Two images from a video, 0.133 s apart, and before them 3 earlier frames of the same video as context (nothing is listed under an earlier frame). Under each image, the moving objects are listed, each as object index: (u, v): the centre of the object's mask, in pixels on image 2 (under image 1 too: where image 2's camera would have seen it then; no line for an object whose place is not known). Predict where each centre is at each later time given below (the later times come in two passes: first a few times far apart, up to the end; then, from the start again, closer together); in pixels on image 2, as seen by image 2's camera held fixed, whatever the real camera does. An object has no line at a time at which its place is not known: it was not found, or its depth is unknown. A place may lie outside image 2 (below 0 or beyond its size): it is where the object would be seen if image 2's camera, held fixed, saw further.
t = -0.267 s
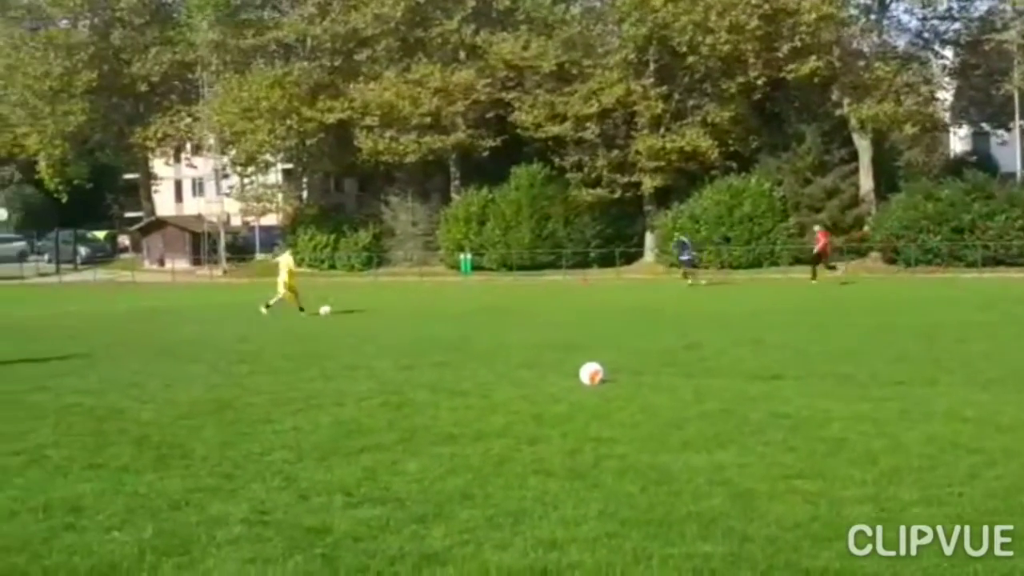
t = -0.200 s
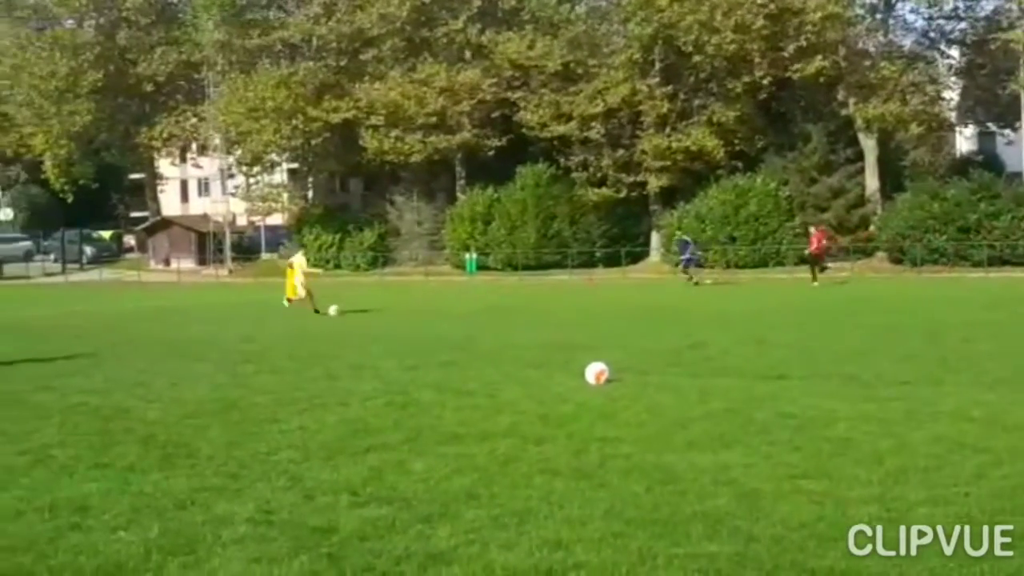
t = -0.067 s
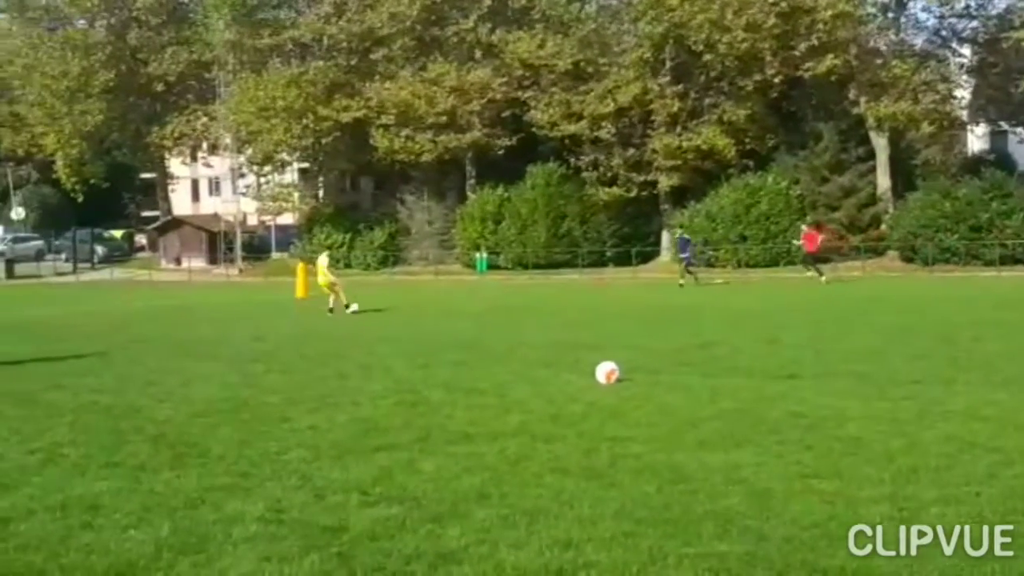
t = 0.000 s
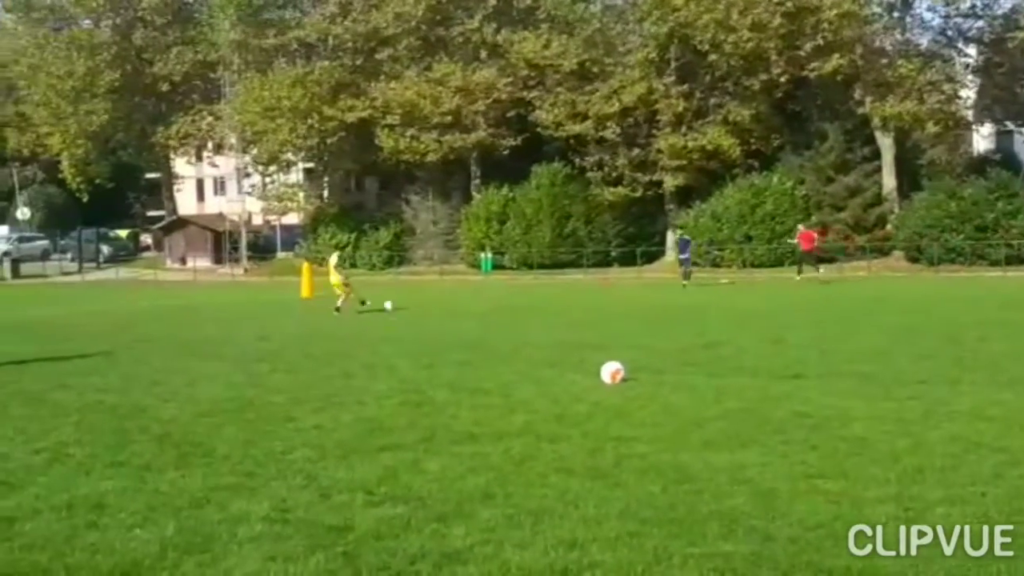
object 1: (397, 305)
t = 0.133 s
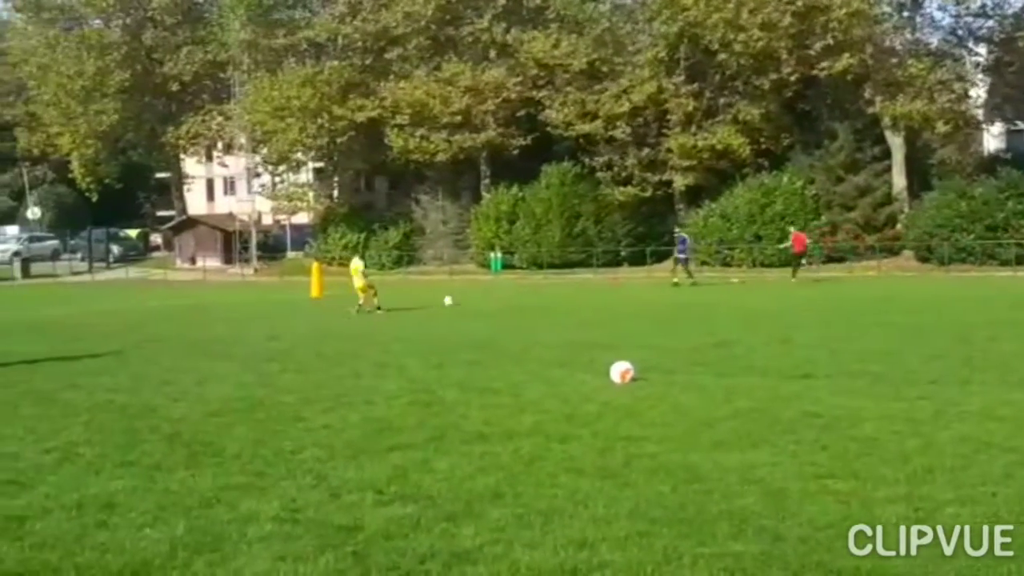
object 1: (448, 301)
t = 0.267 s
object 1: (489, 295)
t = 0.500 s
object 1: (547, 292)
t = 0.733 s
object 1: (589, 290)
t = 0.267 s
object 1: (489, 295)
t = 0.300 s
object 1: (498, 294)
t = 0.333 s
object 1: (508, 293)
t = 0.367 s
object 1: (516, 293)
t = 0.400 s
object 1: (525, 293)
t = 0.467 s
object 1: (540, 294)
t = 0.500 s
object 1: (547, 292)
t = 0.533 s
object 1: (554, 290)
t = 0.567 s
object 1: (559, 289)
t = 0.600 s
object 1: (565, 289)
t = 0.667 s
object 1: (577, 289)
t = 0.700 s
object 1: (583, 290)
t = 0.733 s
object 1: (589, 290)
